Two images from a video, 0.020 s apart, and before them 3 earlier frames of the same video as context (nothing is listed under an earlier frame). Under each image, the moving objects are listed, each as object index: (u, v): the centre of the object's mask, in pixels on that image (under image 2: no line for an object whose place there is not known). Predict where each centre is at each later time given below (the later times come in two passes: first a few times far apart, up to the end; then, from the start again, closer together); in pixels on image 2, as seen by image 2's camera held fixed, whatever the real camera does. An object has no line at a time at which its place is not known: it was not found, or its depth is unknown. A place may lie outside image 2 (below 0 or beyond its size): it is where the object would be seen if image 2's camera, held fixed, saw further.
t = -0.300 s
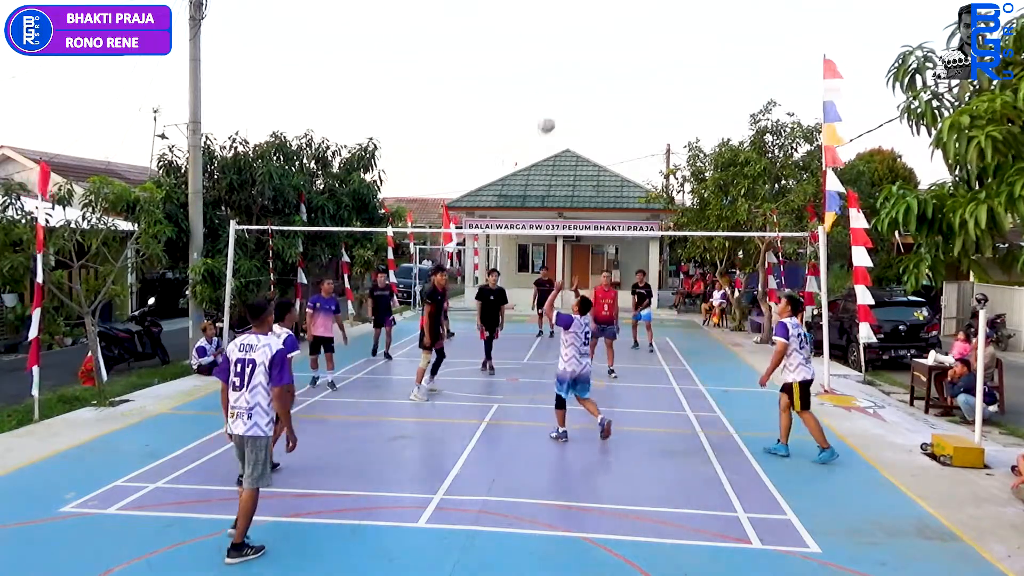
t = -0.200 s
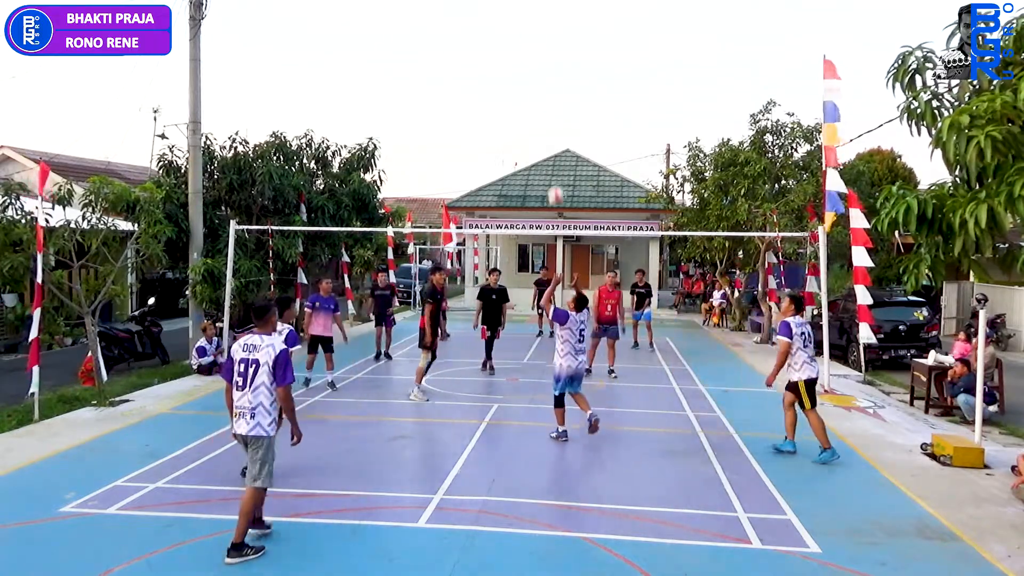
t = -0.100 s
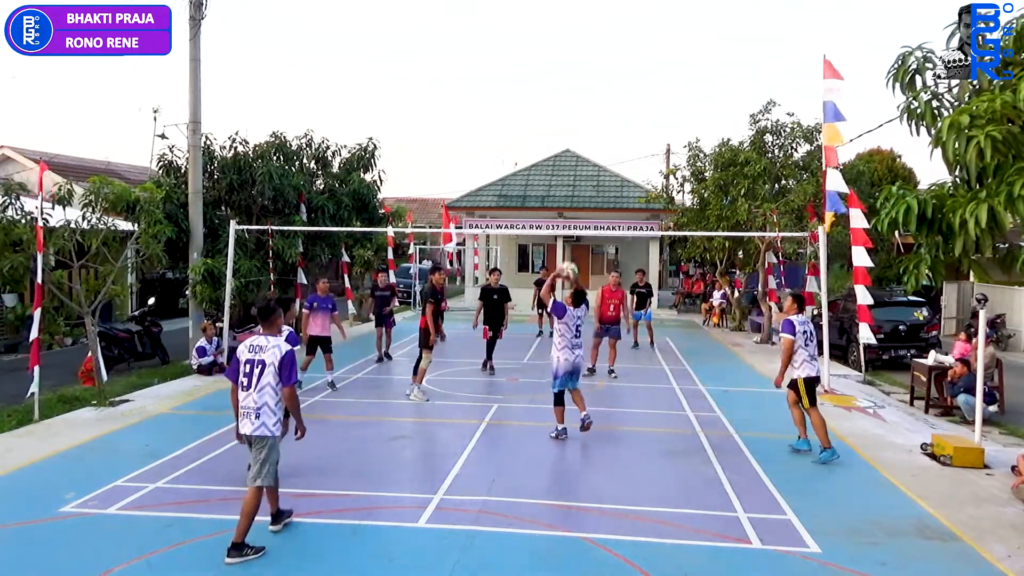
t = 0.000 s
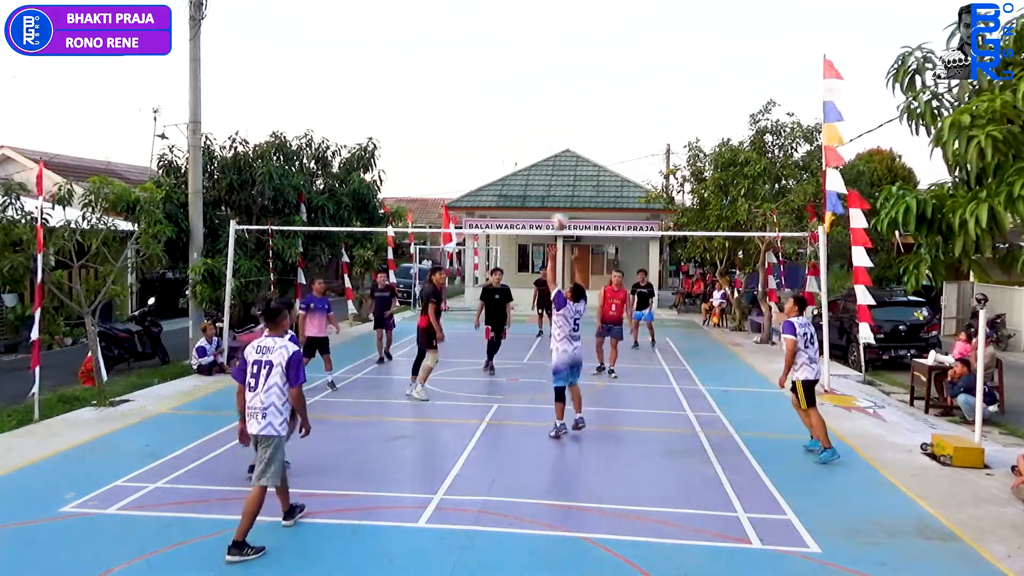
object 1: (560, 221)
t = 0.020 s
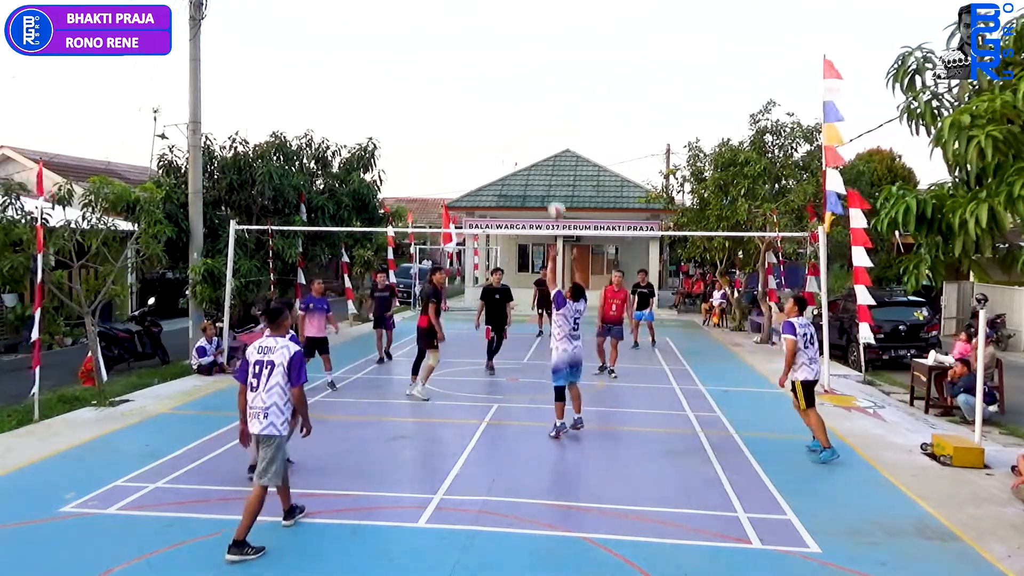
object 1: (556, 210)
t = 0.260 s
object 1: (524, 110)
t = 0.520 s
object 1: (490, 62)
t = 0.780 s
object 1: (461, 68)
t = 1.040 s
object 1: (434, 122)
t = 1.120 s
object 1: (427, 148)
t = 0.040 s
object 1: (554, 198)
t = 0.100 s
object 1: (545, 170)
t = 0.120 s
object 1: (545, 162)
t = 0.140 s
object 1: (540, 153)
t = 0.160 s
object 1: (537, 145)
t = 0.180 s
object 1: (535, 136)
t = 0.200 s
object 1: (532, 129)
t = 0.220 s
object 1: (529, 122)
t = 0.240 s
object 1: (526, 116)
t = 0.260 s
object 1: (524, 110)
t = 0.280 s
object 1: (521, 103)
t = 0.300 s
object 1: (519, 98)
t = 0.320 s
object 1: (516, 93)
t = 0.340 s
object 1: (513, 89)
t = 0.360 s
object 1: (510, 84)
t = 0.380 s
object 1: (508, 80)
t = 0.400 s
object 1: (505, 76)
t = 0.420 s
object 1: (502, 73)
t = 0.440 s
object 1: (500, 71)
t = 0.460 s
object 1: (498, 68)
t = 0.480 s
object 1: (496, 65)
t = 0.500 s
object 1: (493, 63)
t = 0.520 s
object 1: (490, 62)
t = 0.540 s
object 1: (488, 60)
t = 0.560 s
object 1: (485, 59)
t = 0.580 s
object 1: (483, 59)
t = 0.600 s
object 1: (481, 58)
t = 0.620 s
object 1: (479, 58)
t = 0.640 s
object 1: (476, 58)
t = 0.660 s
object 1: (474, 59)
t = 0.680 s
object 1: (472, 60)
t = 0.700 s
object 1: (469, 60)
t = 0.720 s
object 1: (467, 62)
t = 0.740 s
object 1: (465, 64)
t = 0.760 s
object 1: (463, 66)
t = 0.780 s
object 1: (461, 68)
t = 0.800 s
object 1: (459, 71)
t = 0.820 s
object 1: (457, 74)
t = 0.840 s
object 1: (455, 77)
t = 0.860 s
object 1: (452, 80)
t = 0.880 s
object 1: (450, 84)
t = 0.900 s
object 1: (448, 88)
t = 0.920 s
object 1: (446, 92)
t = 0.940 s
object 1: (444, 97)
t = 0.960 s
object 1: (442, 101)
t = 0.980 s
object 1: (440, 106)
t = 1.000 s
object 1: (438, 111)
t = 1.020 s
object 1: (437, 116)
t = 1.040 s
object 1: (434, 122)
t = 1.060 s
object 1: (433, 128)
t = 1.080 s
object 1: (431, 134)
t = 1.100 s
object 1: (429, 141)
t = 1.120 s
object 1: (427, 148)
